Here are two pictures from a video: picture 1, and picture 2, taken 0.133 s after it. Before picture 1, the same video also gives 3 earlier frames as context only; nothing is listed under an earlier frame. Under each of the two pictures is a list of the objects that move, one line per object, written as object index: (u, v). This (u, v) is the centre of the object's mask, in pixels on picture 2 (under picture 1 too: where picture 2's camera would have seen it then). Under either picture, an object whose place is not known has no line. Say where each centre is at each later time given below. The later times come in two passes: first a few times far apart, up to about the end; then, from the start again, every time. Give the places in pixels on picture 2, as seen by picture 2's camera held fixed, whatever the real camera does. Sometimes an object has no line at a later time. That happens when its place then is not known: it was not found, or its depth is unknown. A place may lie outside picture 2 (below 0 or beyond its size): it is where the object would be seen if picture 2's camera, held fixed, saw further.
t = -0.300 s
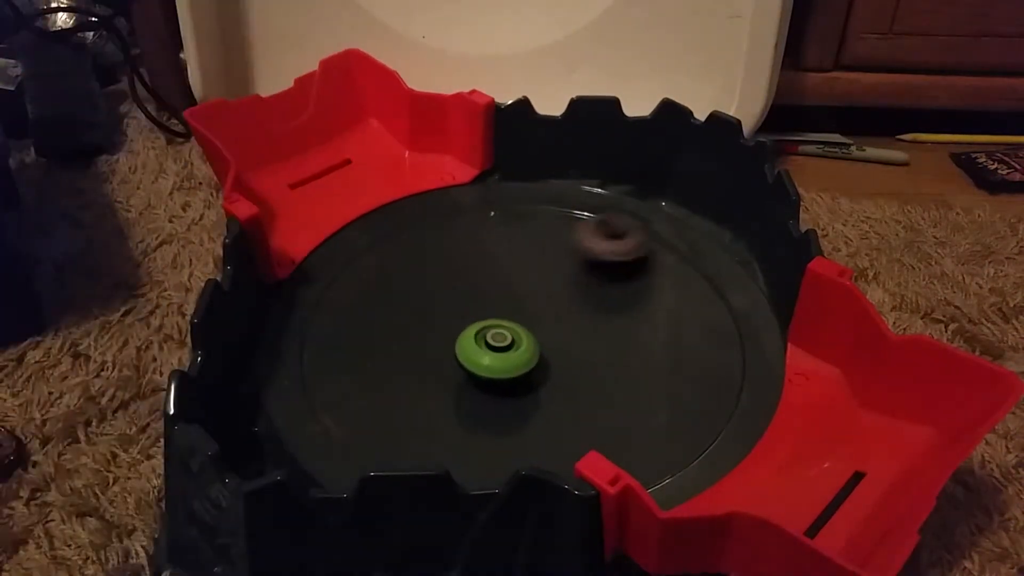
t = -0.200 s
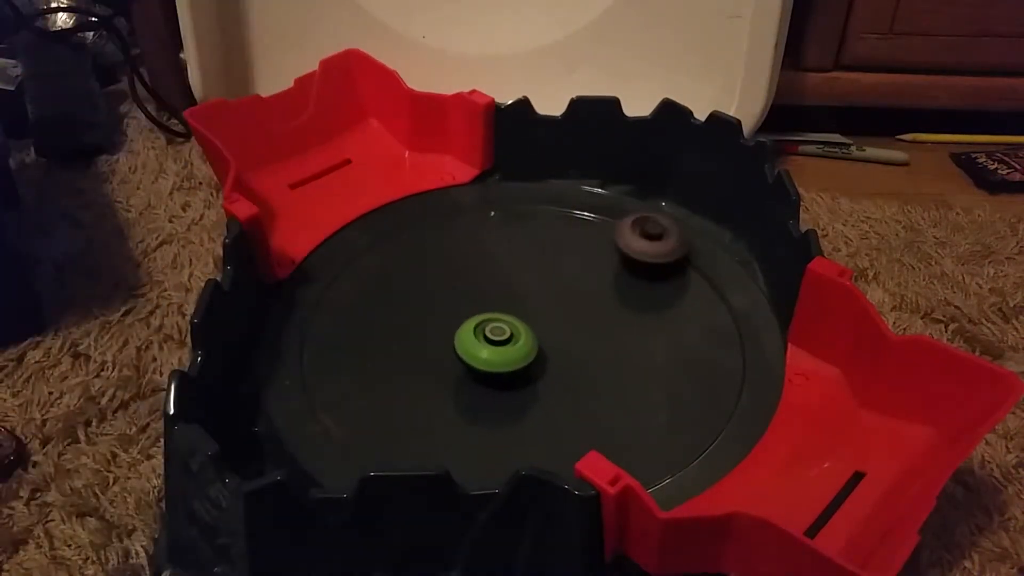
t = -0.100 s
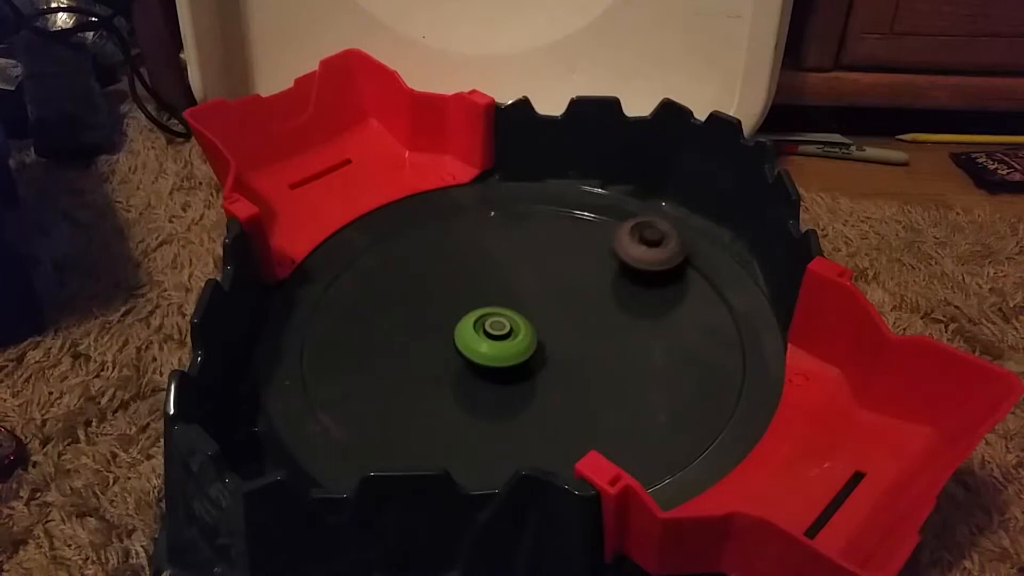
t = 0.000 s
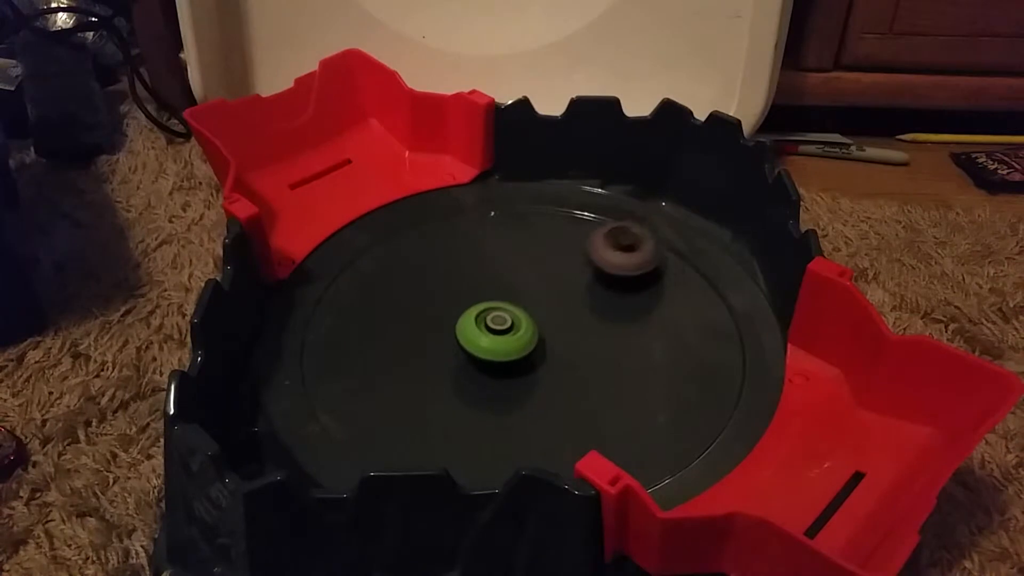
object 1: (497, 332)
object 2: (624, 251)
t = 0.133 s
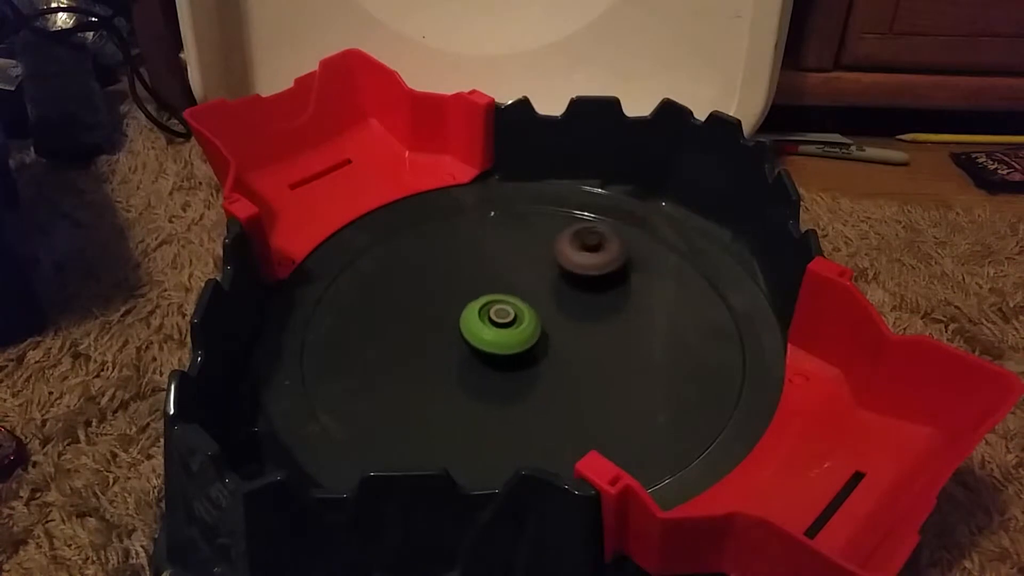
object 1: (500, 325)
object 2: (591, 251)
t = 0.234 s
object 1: (502, 320)
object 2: (574, 252)
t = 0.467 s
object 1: (505, 321)
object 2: (538, 267)
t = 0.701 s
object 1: (509, 339)
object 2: (519, 280)
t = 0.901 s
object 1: (525, 360)
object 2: (506, 290)
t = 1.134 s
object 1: (540, 371)
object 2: (498, 313)
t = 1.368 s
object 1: (549, 380)
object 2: (497, 332)
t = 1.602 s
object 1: (554, 385)
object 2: (493, 342)
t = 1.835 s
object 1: (570, 395)
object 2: (476, 333)
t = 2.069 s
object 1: (565, 385)
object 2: (456, 327)
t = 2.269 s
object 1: (552, 369)
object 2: (454, 327)
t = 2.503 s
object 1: (544, 352)
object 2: (469, 321)
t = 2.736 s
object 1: (561, 340)
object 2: (465, 307)
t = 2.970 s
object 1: (563, 324)
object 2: (484, 305)
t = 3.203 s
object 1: (577, 318)
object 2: (497, 304)
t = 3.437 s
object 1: (593, 318)
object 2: (505, 307)
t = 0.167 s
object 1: (501, 323)
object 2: (585, 251)
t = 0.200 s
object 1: (502, 321)
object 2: (579, 252)
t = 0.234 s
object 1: (502, 320)
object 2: (574, 252)
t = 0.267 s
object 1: (503, 318)
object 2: (568, 253)
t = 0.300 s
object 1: (504, 317)
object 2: (561, 256)
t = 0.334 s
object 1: (505, 316)
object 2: (555, 258)
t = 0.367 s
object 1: (507, 315)
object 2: (549, 262)
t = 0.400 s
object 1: (508, 315)
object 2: (543, 263)
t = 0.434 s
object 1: (506, 318)
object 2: (541, 265)
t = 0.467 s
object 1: (505, 321)
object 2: (538, 267)
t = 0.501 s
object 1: (505, 322)
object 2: (535, 269)
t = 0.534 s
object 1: (505, 324)
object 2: (531, 271)
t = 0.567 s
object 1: (505, 326)
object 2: (529, 272)
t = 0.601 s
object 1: (506, 329)
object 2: (526, 274)
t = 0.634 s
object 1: (506, 332)
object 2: (523, 277)
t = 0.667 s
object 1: (507, 335)
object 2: (521, 279)
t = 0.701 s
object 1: (509, 339)
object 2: (519, 280)
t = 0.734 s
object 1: (512, 341)
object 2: (516, 282)
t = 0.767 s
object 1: (514, 342)
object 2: (514, 285)
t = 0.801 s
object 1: (517, 349)
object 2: (512, 285)
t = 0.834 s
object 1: (520, 354)
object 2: (511, 286)
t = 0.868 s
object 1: (522, 358)
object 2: (509, 288)
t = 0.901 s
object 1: (525, 360)
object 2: (506, 290)
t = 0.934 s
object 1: (528, 363)
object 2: (504, 293)
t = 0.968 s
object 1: (530, 364)
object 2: (503, 295)
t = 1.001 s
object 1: (533, 366)
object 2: (501, 299)
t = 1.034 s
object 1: (535, 368)
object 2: (500, 302)
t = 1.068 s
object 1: (537, 369)
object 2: (500, 305)
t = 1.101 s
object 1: (538, 370)
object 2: (498, 309)
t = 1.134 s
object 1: (540, 371)
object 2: (498, 313)
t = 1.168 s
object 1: (541, 372)
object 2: (498, 317)
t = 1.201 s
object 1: (542, 372)
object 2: (498, 320)
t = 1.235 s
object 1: (544, 373)
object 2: (498, 324)
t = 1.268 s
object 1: (547, 377)
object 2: (497, 325)
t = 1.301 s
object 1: (548, 379)
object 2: (497, 327)
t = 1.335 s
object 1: (549, 380)
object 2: (497, 330)
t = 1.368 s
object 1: (549, 380)
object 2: (497, 332)
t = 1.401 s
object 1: (549, 381)
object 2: (496, 334)
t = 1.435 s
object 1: (551, 382)
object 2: (496, 336)
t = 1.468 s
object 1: (551, 382)
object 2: (496, 338)
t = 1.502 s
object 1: (553, 384)
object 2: (495, 338)
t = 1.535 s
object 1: (554, 385)
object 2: (494, 340)
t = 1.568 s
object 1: (554, 385)
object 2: (493, 340)
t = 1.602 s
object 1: (554, 385)
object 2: (493, 342)
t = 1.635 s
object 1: (554, 385)
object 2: (493, 343)
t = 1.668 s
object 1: (554, 385)
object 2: (492, 344)
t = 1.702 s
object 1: (555, 385)
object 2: (491, 344)
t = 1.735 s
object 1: (555, 385)
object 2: (491, 344)
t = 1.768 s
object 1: (557, 387)
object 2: (490, 344)
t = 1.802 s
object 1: (566, 392)
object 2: (482, 338)
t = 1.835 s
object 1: (570, 395)
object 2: (476, 333)
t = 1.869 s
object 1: (571, 395)
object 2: (471, 330)
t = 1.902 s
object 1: (571, 394)
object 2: (468, 330)
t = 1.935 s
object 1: (570, 393)
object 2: (465, 330)
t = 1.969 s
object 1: (569, 391)
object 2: (462, 328)
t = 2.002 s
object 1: (568, 389)
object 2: (460, 329)
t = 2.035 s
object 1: (567, 387)
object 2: (458, 328)
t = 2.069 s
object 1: (565, 385)
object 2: (456, 327)
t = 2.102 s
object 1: (563, 382)
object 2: (454, 327)
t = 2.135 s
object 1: (561, 379)
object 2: (454, 327)
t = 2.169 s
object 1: (558, 377)
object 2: (453, 327)
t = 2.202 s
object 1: (556, 375)
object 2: (453, 326)
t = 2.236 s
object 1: (554, 372)
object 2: (454, 327)
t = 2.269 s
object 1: (552, 369)
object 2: (454, 327)
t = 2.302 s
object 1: (549, 366)
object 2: (456, 327)
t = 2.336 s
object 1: (546, 364)
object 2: (458, 327)
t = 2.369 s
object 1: (544, 360)
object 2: (462, 327)
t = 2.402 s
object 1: (541, 357)
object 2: (465, 326)
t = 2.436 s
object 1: (541, 355)
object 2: (466, 325)
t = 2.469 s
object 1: (543, 354)
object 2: (467, 323)
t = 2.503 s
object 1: (544, 352)
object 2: (469, 321)
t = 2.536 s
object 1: (552, 352)
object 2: (466, 317)
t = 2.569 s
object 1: (558, 352)
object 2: (464, 312)
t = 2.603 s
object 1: (560, 351)
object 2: (464, 312)
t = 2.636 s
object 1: (561, 348)
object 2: (464, 311)
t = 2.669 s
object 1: (561, 346)
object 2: (464, 309)
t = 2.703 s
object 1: (561, 343)
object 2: (464, 308)
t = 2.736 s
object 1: (561, 340)
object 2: (465, 307)
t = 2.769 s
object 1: (561, 338)
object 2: (467, 306)
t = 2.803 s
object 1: (561, 335)
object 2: (469, 306)
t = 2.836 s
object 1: (562, 333)
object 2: (471, 306)
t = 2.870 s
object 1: (562, 331)
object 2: (474, 305)
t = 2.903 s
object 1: (562, 328)
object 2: (477, 305)
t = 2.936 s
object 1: (562, 326)
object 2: (480, 305)
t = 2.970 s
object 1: (563, 324)
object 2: (484, 305)
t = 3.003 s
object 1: (566, 323)
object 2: (486, 305)
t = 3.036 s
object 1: (567, 322)
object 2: (488, 304)
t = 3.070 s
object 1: (571, 322)
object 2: (489, 303)
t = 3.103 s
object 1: (573, 321)
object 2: (491, 303)
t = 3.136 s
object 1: (574, 320)
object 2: (492, 303)
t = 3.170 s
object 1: (575, 319)
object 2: (494, 303)
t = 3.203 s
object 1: (577, 318)
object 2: (497, 304)
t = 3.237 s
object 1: (580, 318)
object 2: (498, 304)
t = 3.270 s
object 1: (582, 318)
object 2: (500, 304)
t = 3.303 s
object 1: (583, 317)
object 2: (502, 304)
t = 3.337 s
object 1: (585, 317)
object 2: (504, 306)
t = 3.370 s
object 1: (587, 317)
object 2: (505, 306)
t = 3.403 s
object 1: (588, 317)
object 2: (507, 306)
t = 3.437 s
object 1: (593, 318)
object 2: (505, 307)
